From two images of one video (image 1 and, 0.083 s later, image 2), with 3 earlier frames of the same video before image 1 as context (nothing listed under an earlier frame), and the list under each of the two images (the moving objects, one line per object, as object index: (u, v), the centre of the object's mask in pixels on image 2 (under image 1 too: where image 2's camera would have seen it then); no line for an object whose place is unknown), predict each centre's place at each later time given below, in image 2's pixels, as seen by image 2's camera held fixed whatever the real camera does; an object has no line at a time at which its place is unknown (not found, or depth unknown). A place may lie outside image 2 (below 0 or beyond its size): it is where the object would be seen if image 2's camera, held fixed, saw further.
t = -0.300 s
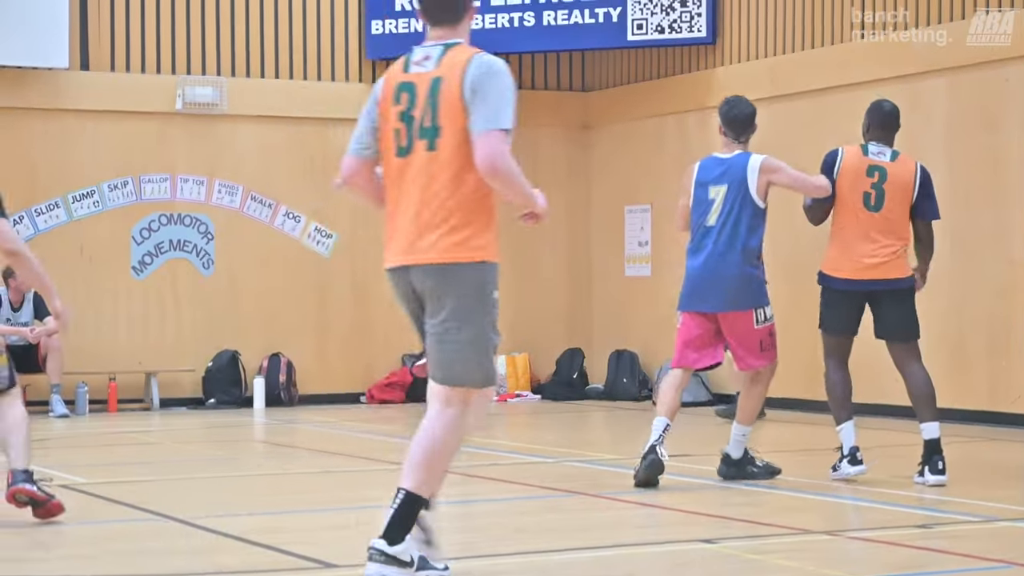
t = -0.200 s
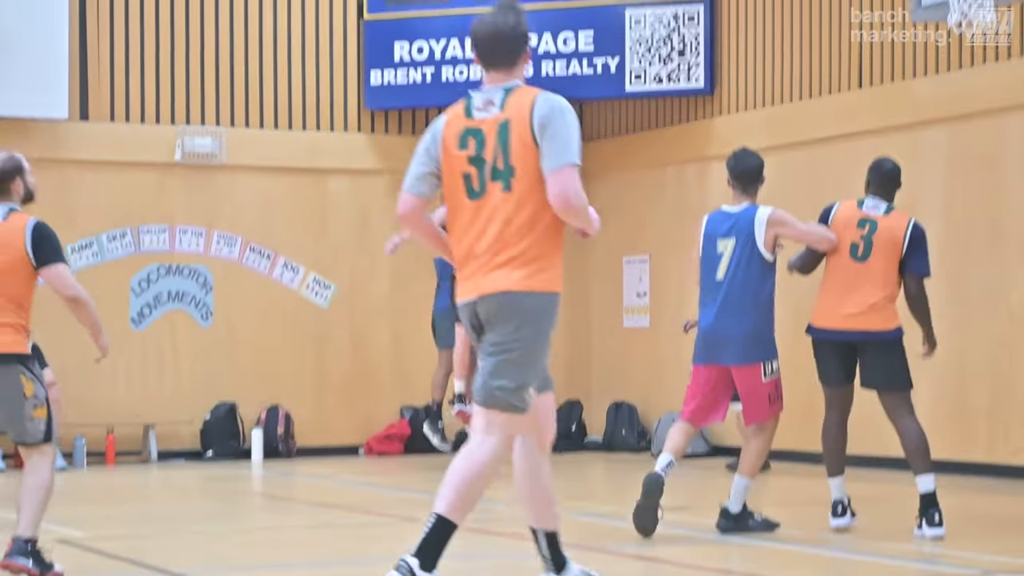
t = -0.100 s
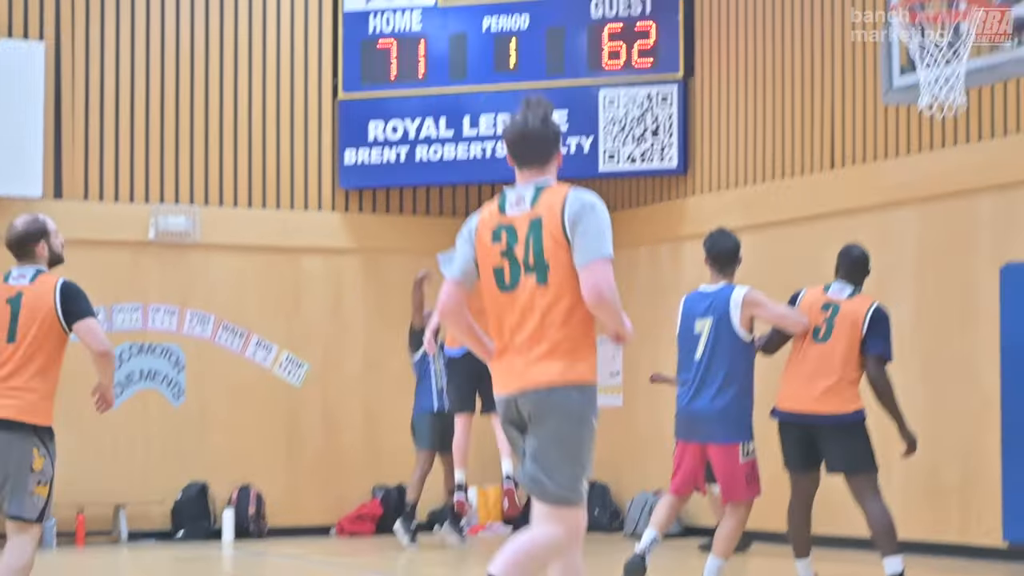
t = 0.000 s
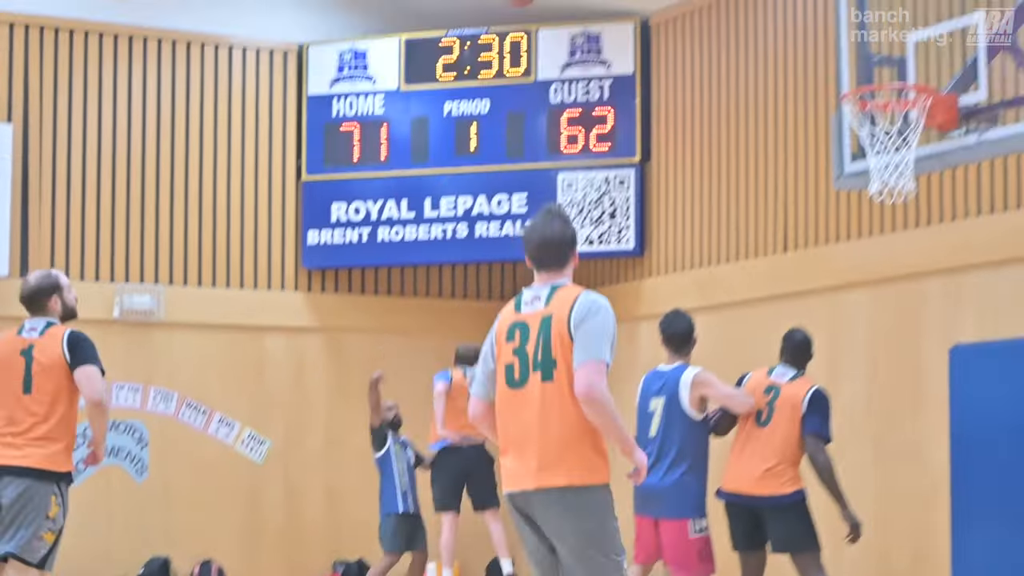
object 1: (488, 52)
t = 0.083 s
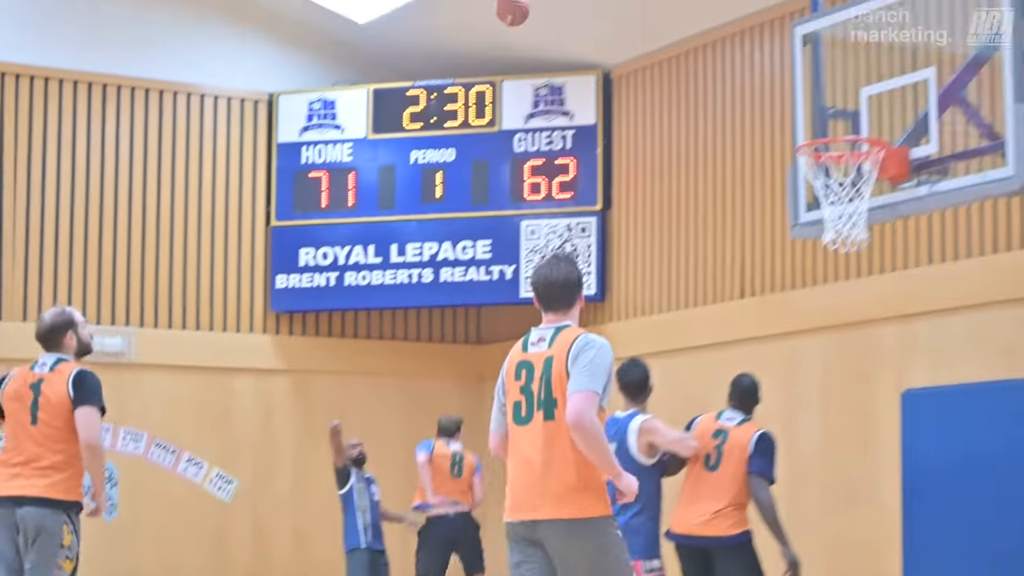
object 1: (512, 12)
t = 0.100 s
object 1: (518, 5)
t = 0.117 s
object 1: (524, -1)
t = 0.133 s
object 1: (529, -7)
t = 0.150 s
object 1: (535, -12)
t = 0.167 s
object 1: (540, -16)
